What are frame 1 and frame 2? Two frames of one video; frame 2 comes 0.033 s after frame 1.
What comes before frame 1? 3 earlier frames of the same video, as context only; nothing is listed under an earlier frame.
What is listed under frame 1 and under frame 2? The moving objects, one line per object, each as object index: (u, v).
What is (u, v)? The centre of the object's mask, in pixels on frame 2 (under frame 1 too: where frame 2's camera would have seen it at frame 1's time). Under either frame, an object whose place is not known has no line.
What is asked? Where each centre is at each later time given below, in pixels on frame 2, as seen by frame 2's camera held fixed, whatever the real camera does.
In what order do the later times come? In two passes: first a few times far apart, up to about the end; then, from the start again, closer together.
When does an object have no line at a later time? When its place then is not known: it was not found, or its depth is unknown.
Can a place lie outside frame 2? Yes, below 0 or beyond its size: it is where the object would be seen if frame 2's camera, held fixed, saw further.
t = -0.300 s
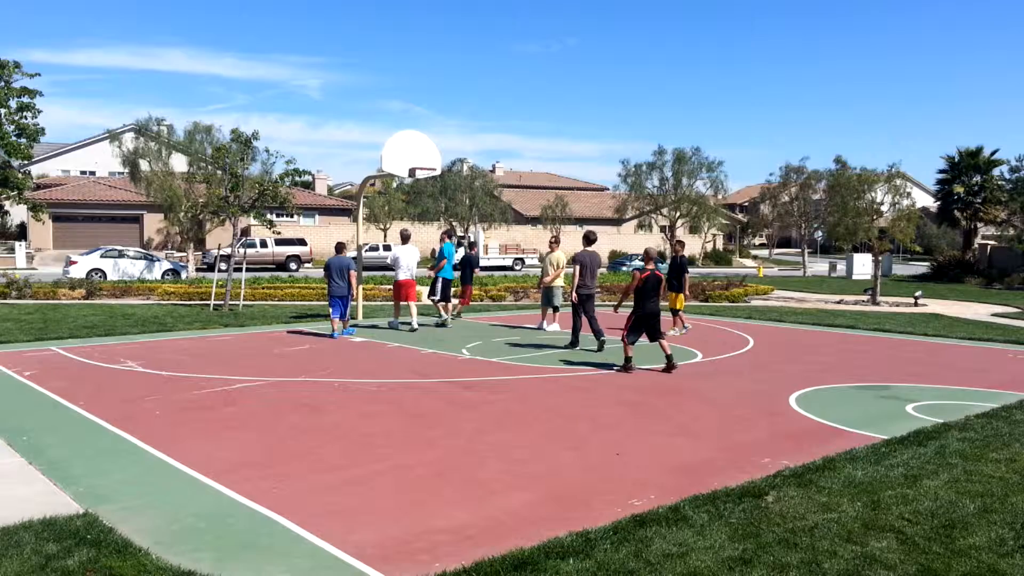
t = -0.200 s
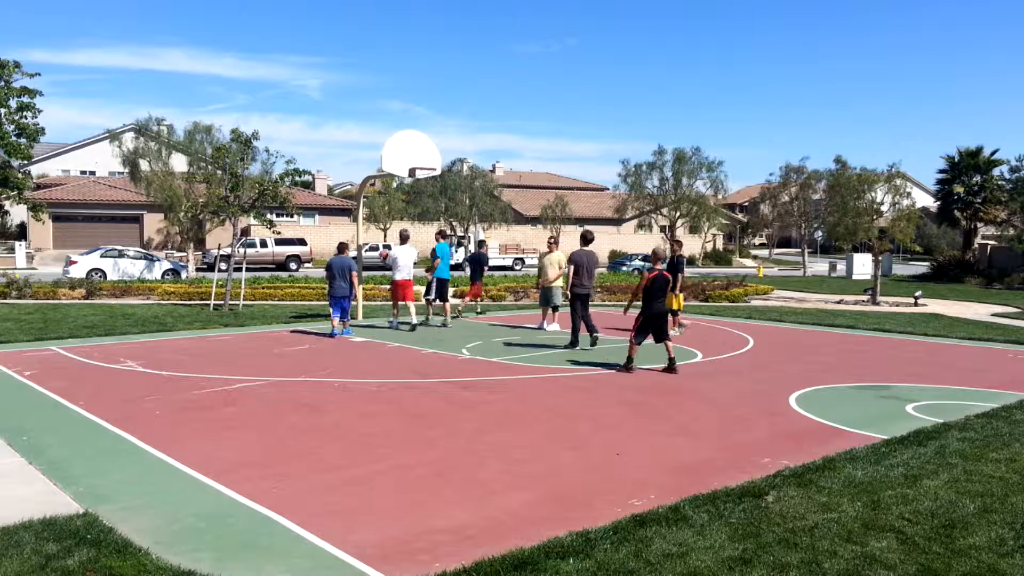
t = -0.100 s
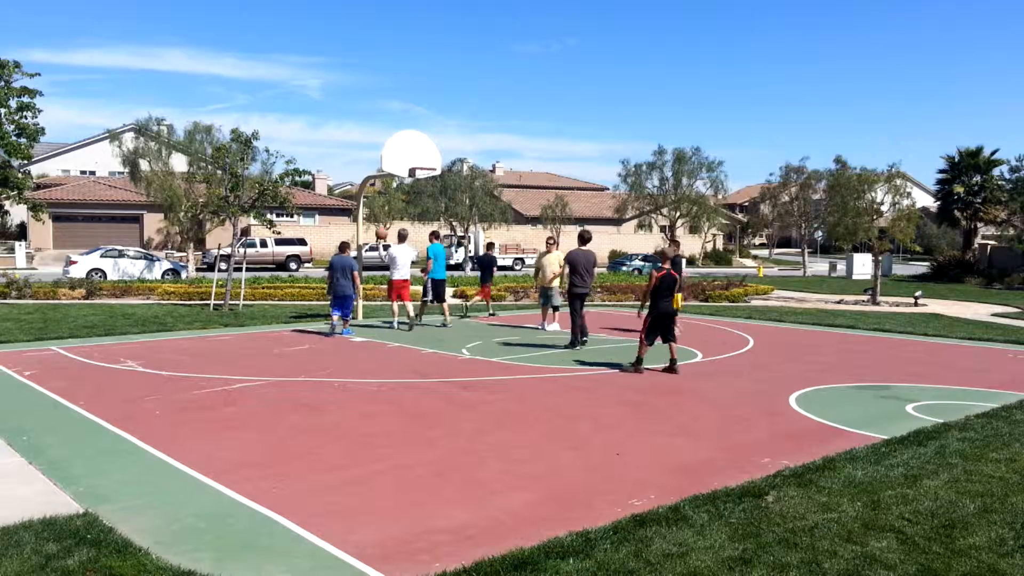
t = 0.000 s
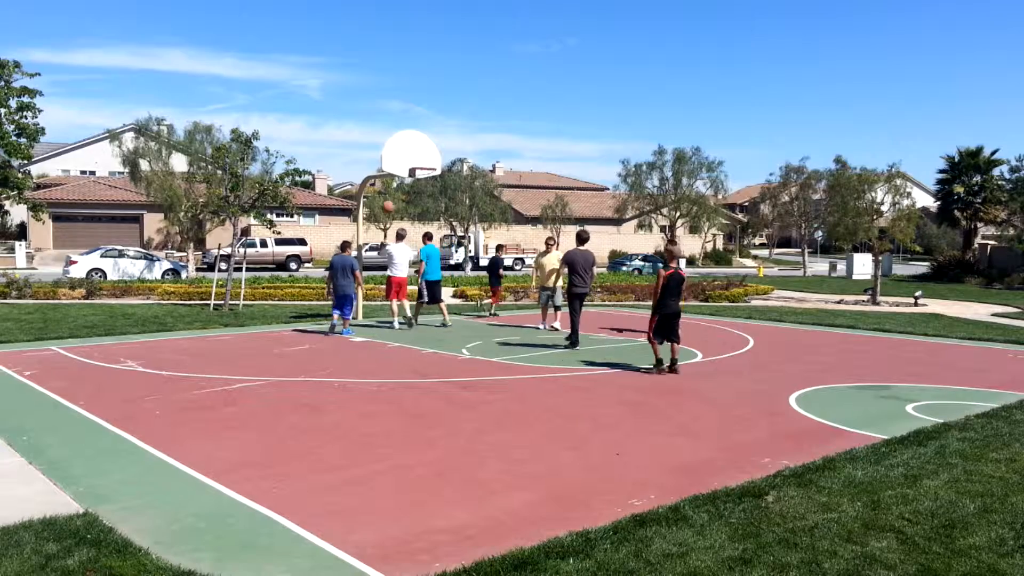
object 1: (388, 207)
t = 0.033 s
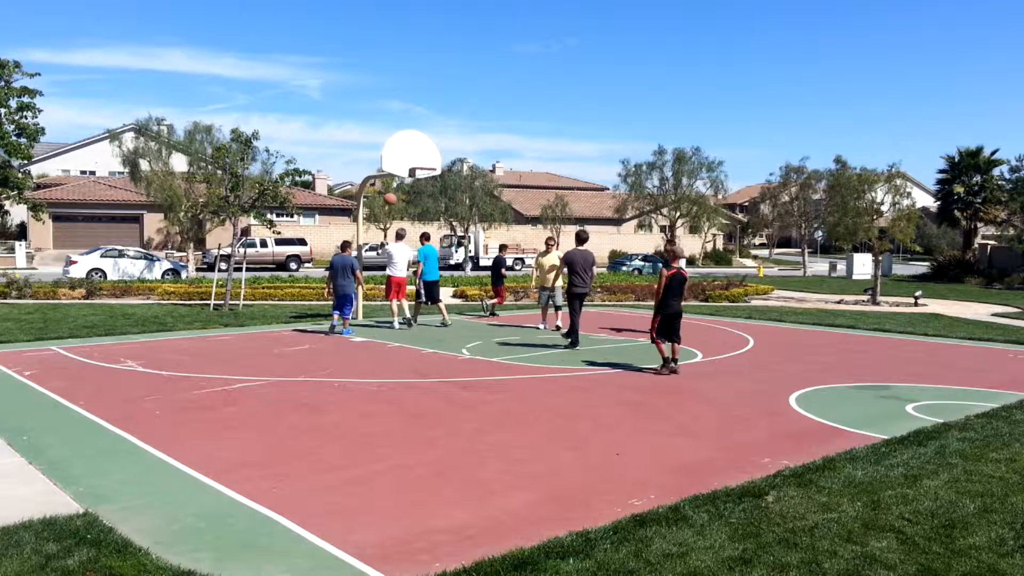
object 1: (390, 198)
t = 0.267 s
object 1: (406, 159)
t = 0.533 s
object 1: (425, 147)
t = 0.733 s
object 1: (442, 166)
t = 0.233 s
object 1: (403, 163)
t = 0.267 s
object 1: (406, 159)
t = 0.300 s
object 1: (408, 155)
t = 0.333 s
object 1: (410, 152)
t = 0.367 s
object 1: (413, 150)
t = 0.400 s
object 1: (415, 148)
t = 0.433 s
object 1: (418, 147)
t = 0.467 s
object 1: (420, 146)
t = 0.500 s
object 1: (423, 146)
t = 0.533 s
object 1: (425, 147)
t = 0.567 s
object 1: (428, 148)
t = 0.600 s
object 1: (431, 150)
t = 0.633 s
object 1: (434, 153)
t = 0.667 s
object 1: (437, 157)
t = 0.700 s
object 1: (440, 161)
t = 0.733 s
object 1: (442, 166)
